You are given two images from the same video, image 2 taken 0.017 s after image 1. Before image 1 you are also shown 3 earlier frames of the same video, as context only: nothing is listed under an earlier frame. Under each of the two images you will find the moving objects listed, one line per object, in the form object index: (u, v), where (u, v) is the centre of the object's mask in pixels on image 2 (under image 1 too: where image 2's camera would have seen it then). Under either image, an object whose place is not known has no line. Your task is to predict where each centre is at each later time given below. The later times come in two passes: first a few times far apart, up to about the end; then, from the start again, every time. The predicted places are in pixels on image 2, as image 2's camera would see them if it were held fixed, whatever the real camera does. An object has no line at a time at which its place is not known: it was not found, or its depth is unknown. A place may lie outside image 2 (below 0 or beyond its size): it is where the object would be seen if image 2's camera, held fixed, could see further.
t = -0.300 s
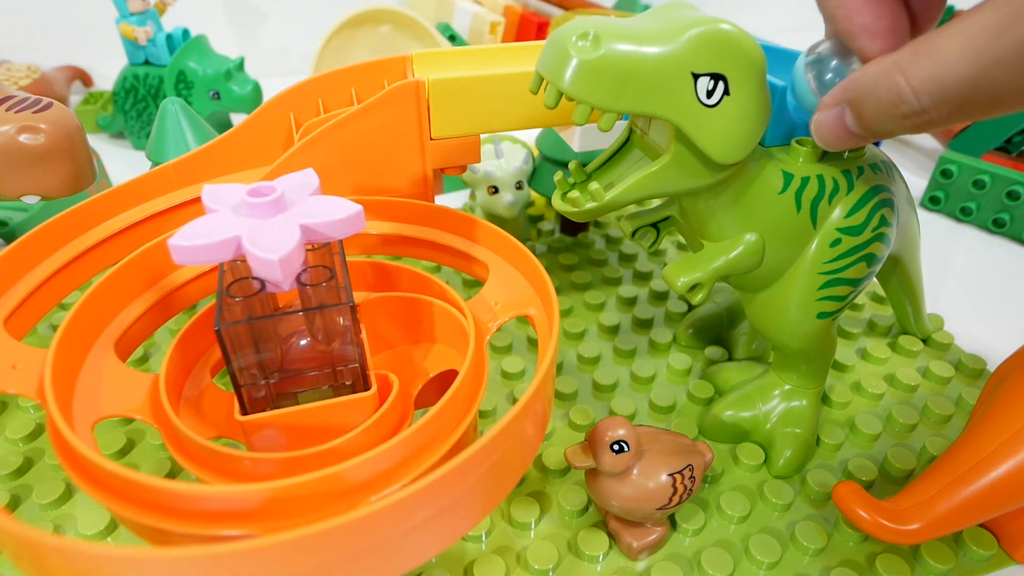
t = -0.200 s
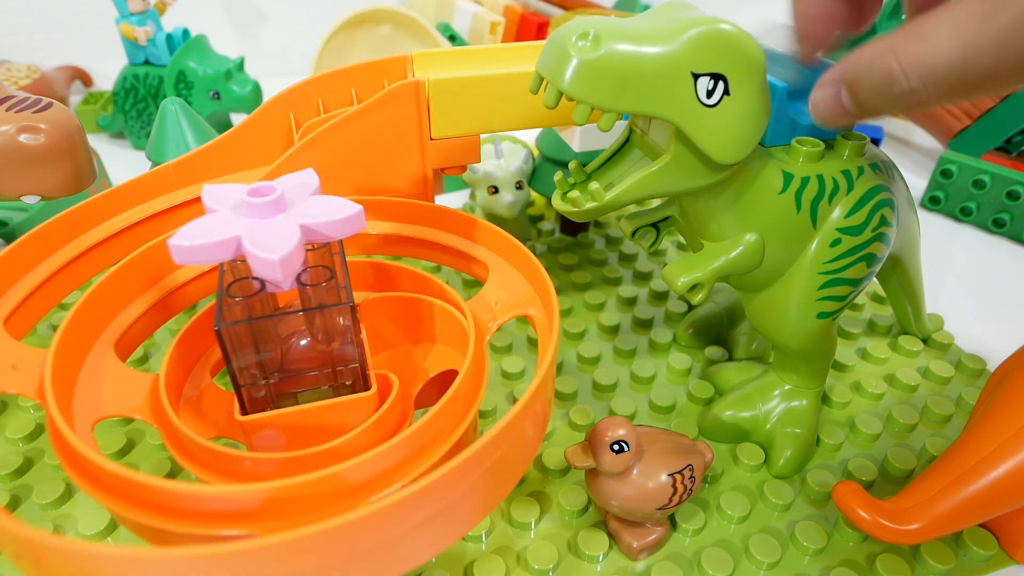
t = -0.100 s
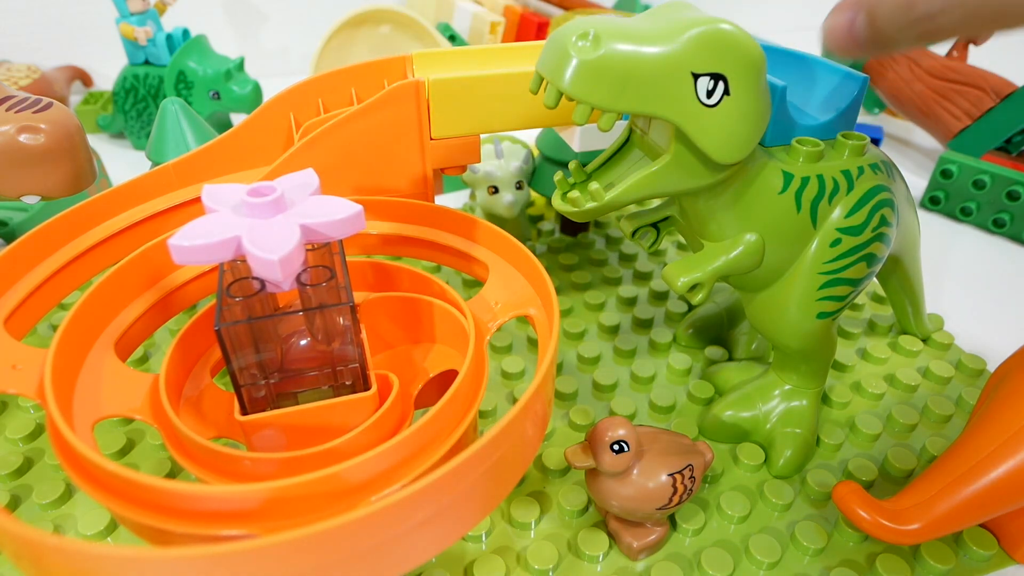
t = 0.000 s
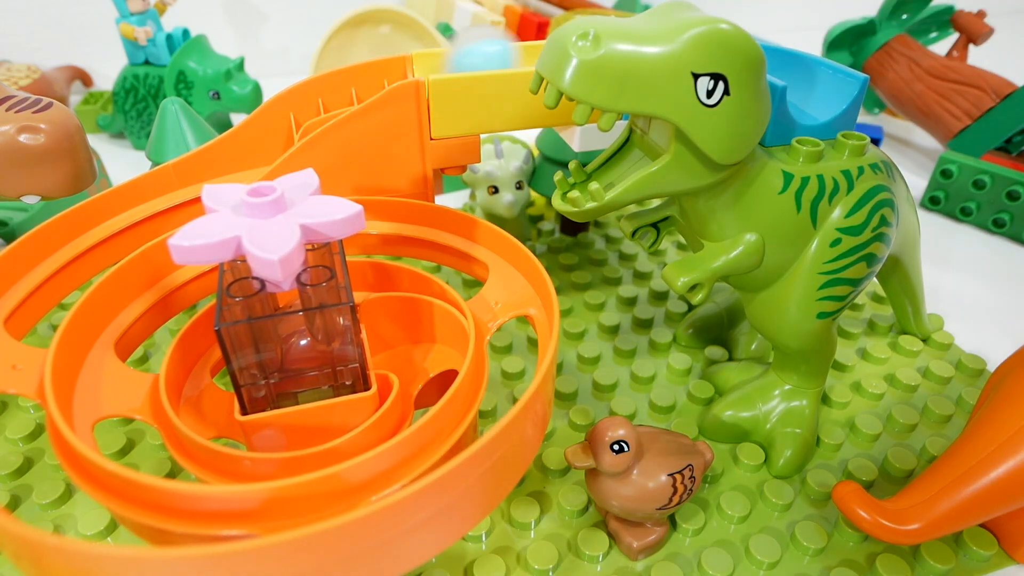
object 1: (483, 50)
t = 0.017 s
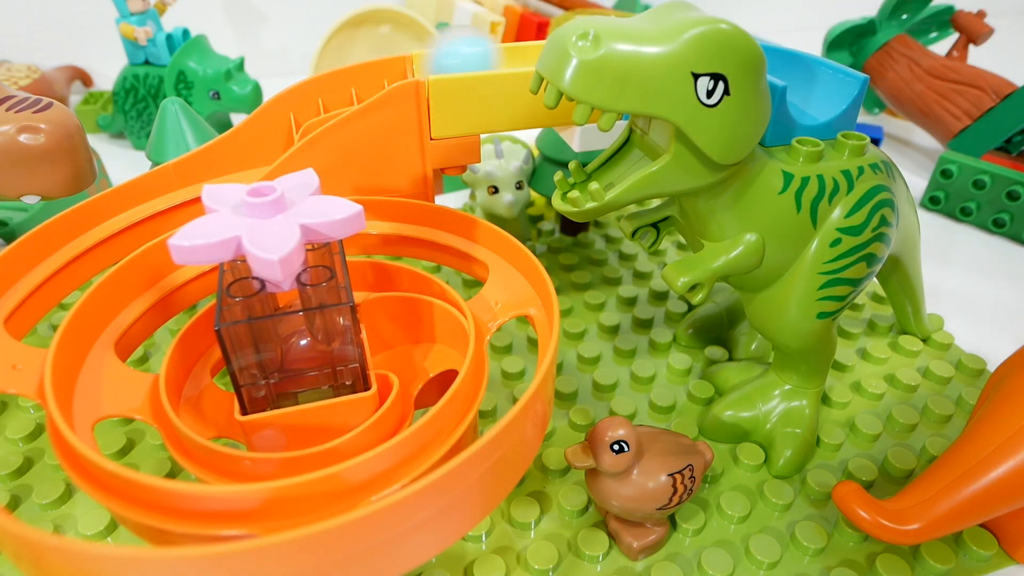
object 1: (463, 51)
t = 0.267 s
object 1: (179, 178)
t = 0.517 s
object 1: (33, 420)
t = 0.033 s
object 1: (438, 54)
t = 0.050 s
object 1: (416, 55)
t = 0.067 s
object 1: (398, 57)
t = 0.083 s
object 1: (380, 63)
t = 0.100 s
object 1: (364, 68)
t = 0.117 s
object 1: (352, 73)
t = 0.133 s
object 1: (338, 78)
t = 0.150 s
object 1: (322, 83)
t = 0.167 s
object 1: (307, 90)
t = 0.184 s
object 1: (287, 99)
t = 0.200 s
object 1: (270, 111)
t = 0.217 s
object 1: (251, 128)
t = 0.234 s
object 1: (232, 144)
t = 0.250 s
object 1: (206, 160)
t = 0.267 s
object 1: (179, 178)
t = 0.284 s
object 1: (156, 192)
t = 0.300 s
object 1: (134, 202)
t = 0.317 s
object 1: (112, 213)
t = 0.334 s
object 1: (92, 224)
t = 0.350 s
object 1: (71, 239)
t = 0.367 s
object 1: (51, 254)
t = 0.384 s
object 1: (41, 269)
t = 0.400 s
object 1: (34, 285)
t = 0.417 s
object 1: (29, 301)
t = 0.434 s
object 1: (25, 320)
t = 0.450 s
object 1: (23, 340)
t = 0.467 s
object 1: (22, 360)
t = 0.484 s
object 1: (23, 380)
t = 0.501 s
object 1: (27, 400)
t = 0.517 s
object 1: (33, 420)
